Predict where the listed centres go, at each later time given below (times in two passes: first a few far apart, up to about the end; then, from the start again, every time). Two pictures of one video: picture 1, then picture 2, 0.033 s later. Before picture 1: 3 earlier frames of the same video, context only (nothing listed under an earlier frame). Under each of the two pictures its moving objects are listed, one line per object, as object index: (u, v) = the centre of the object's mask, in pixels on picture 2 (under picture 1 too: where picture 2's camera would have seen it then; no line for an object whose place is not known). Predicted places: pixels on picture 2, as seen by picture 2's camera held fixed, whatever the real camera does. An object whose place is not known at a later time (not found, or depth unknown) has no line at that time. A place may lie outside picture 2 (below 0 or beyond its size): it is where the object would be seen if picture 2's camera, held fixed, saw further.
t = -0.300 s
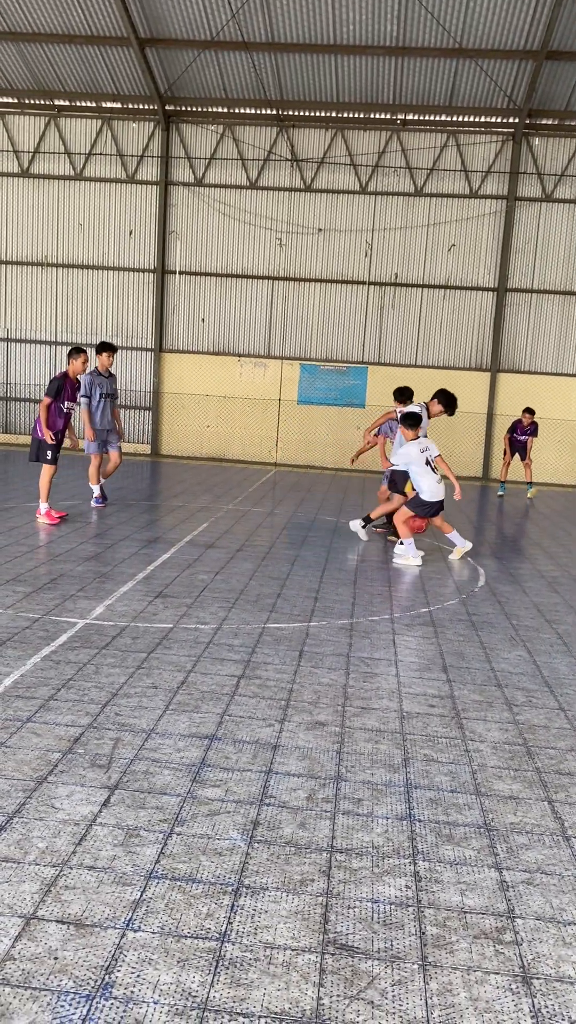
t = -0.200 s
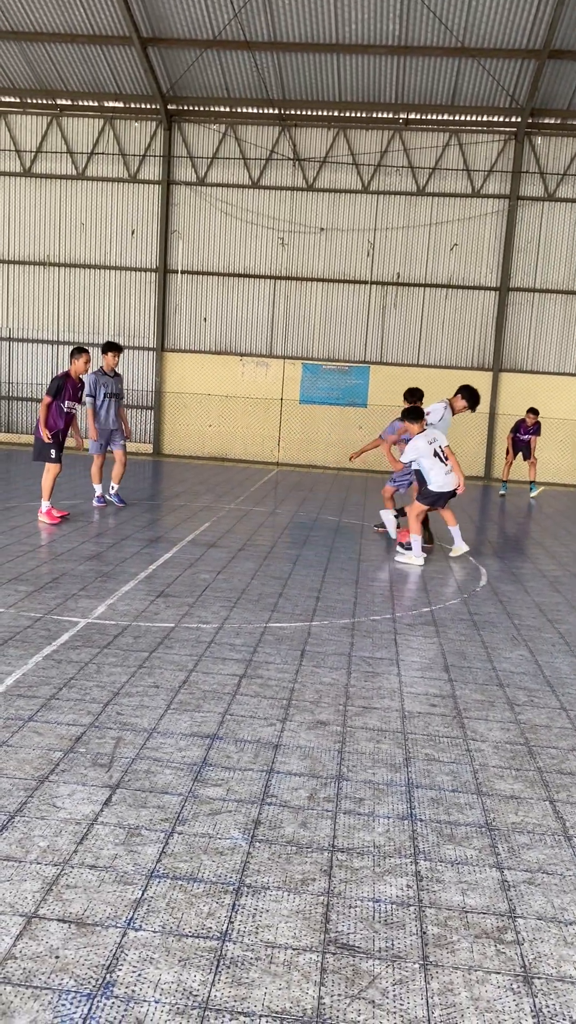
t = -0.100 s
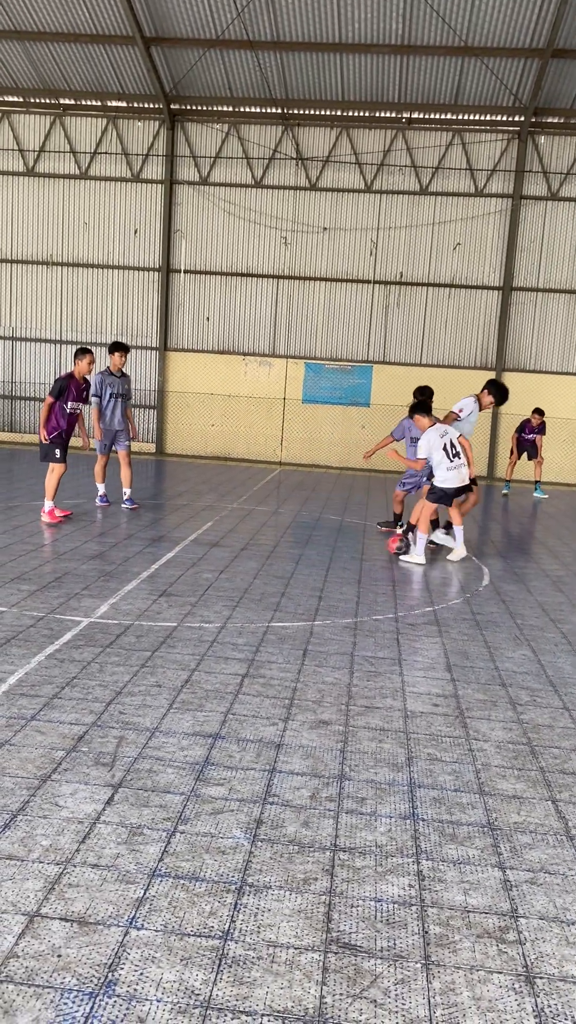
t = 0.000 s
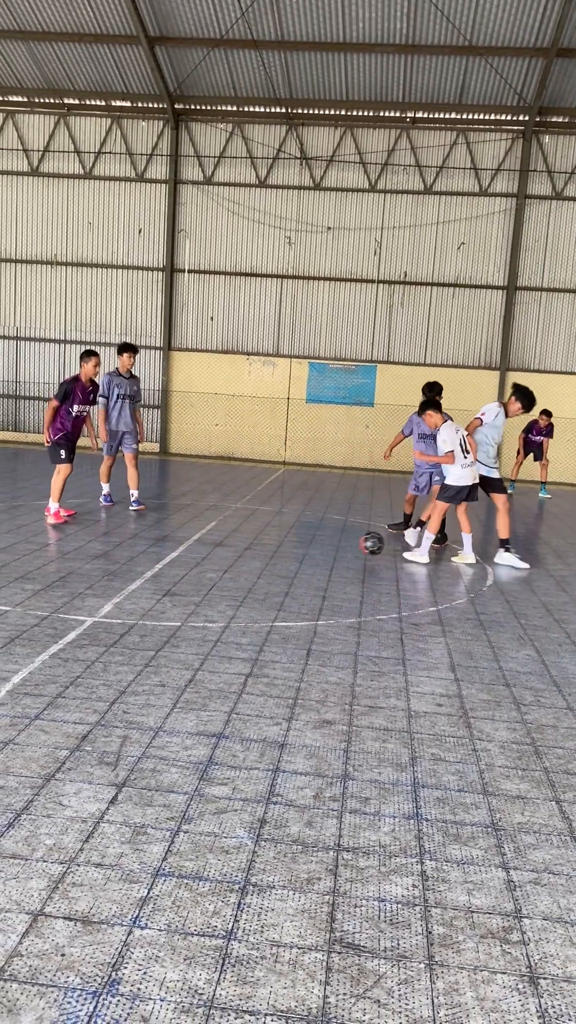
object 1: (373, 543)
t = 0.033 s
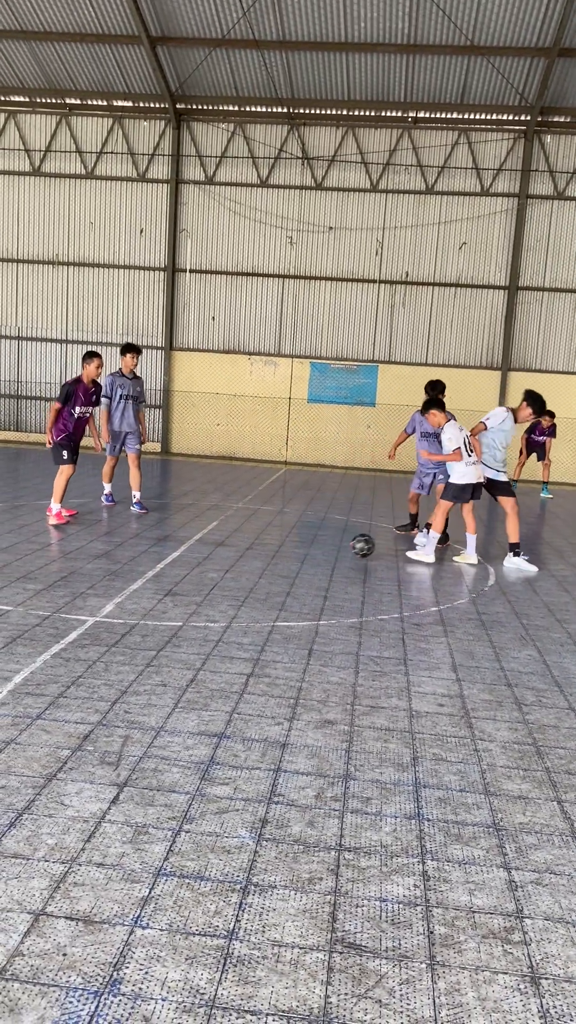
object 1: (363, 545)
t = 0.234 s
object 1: (302, 552)
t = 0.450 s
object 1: (236, 556)
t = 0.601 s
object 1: (188, 559)
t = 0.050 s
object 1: (357, 547)
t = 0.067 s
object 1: (351, 549)
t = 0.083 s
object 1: (346, 550)
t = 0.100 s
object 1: (341, 549)
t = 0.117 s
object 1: (335, 549)
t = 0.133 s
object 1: (330, 550)
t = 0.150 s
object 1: (326, 553)
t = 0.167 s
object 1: (321, 551)
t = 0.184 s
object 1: (316, 551)
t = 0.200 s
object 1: (311, 551)
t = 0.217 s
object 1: (307, 552)
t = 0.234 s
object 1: (302, 552)
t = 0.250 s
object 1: (297, 553)
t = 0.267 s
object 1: (292, 553)
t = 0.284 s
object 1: (288, 553)
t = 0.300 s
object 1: (283, 554)
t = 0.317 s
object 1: (278, 554)
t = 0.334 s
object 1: (272, 554)
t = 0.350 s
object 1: (267, 554)
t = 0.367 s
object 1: (262, 555)
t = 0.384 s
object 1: (257, 555)
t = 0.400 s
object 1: (251, 555)
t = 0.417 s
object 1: (247, 555)
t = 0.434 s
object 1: (241, 556)
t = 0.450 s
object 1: (236, 556)
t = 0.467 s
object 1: (231, 556)
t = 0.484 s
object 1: (226, 556)
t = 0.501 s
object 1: (221, 556)
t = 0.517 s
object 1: (215, 557)
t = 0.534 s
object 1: (210, 557)
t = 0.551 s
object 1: (205, 558)
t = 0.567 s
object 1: (199, 558)
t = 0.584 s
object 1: (193, 559)
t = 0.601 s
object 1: (188, 559)
